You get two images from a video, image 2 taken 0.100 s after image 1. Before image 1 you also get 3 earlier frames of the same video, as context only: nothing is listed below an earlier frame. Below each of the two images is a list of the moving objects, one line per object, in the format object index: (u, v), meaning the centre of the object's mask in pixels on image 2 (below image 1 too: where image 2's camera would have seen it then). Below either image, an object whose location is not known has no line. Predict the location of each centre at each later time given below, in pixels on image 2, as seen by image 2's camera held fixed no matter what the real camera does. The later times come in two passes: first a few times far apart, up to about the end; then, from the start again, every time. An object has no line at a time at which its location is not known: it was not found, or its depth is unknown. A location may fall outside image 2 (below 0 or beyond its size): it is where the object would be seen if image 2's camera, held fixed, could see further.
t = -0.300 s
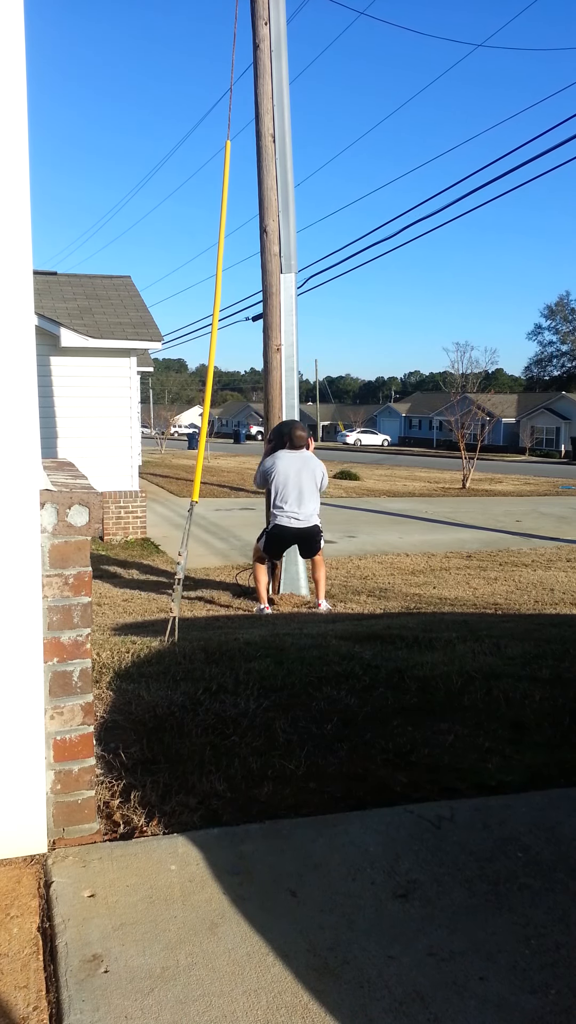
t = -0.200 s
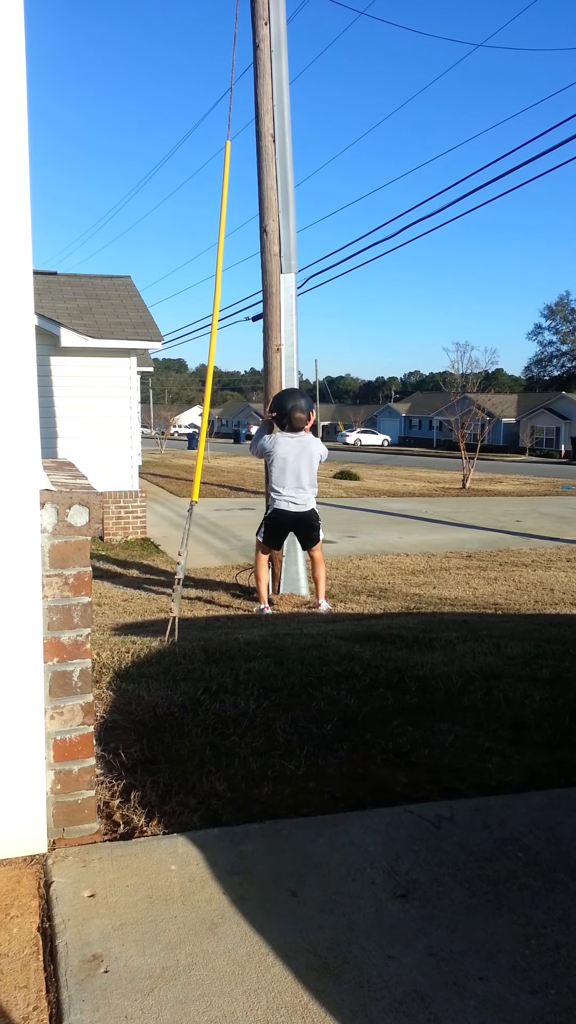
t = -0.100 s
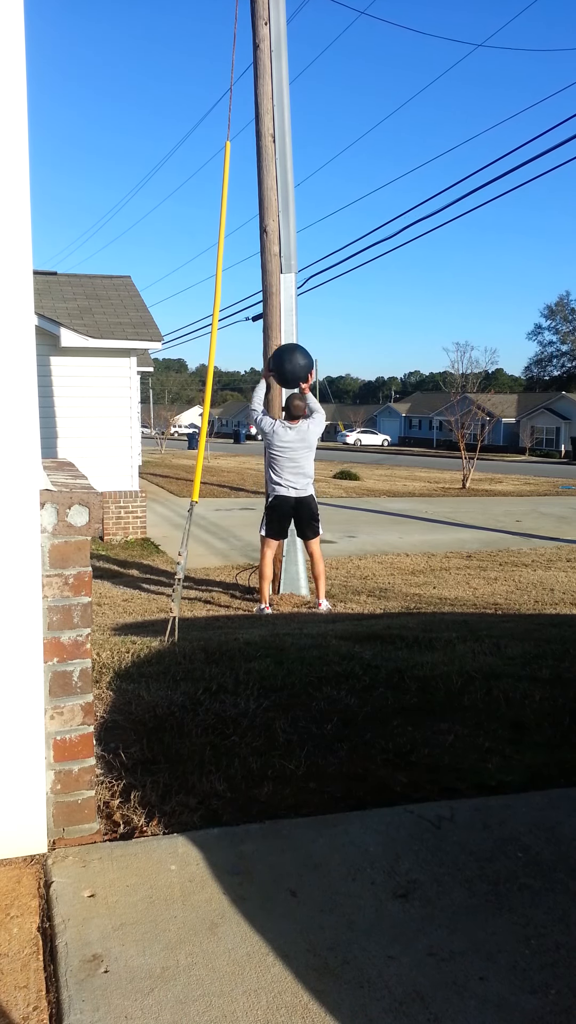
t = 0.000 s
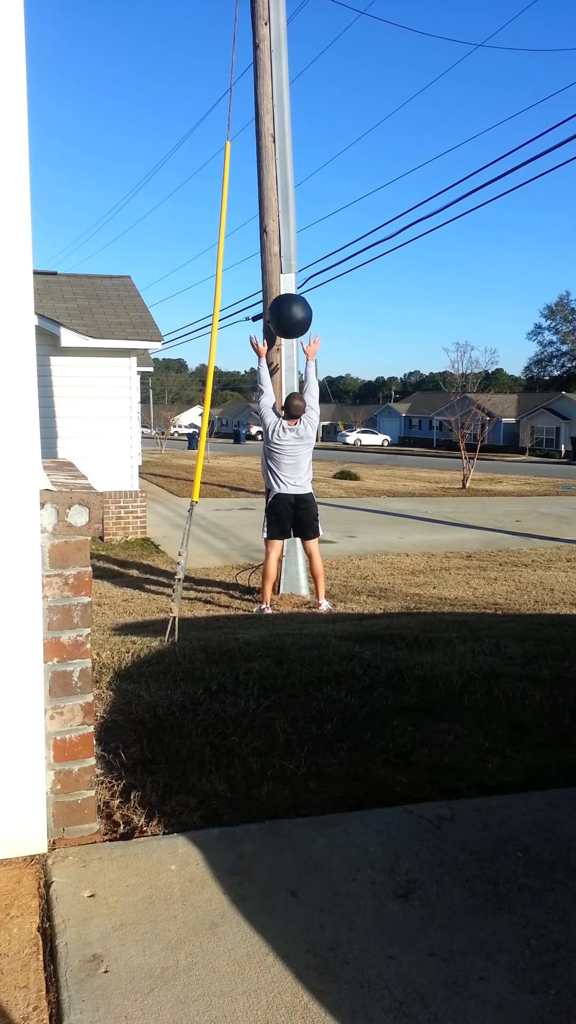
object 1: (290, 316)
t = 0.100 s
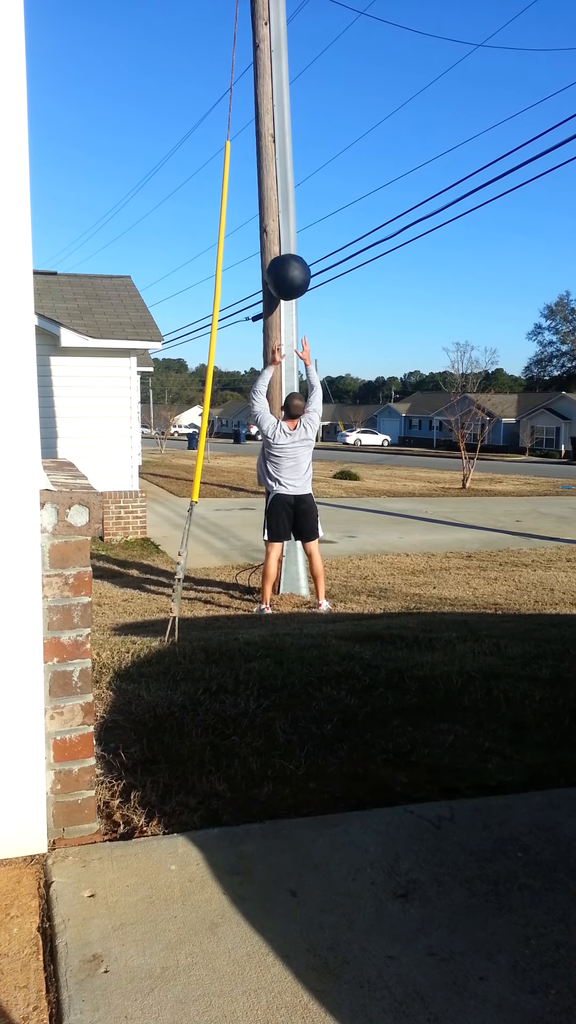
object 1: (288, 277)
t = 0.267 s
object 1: (285, 240)
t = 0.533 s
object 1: (287, 253)
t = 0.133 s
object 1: (287, 267)
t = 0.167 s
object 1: (287, 258)
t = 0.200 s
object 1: (286, 250)
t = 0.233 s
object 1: (286, 245)
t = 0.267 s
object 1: (285, 240)
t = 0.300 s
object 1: (285, 237)
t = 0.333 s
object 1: (284, 235)
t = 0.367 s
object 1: (284, 235)
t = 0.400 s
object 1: (284, 237)
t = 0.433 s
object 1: (285, 239)
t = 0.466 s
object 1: (286, 242)
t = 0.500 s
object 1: (286, 247)
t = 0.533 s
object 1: (287, 253)
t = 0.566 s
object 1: (287, 260)
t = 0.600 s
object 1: (288, 269)
